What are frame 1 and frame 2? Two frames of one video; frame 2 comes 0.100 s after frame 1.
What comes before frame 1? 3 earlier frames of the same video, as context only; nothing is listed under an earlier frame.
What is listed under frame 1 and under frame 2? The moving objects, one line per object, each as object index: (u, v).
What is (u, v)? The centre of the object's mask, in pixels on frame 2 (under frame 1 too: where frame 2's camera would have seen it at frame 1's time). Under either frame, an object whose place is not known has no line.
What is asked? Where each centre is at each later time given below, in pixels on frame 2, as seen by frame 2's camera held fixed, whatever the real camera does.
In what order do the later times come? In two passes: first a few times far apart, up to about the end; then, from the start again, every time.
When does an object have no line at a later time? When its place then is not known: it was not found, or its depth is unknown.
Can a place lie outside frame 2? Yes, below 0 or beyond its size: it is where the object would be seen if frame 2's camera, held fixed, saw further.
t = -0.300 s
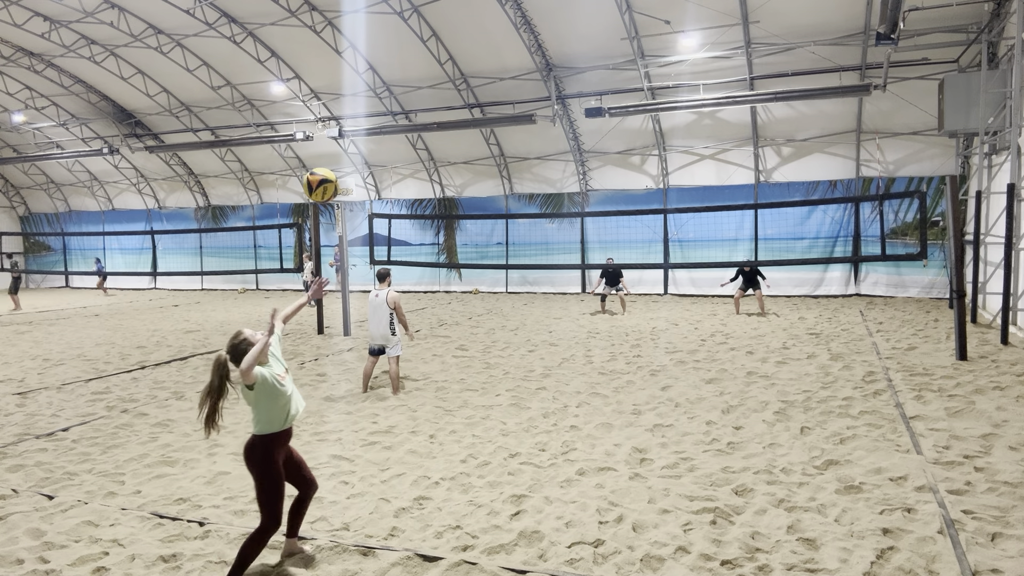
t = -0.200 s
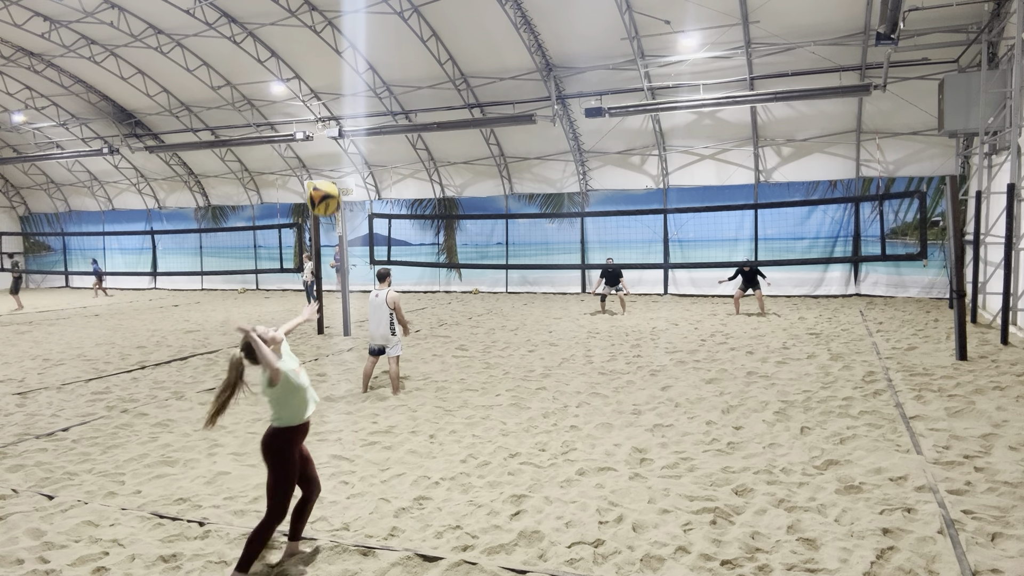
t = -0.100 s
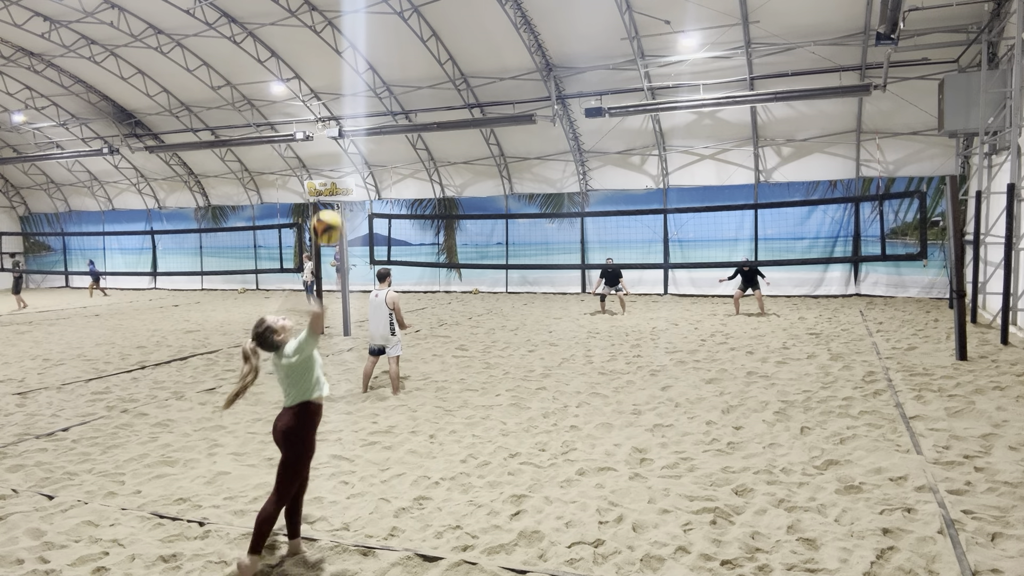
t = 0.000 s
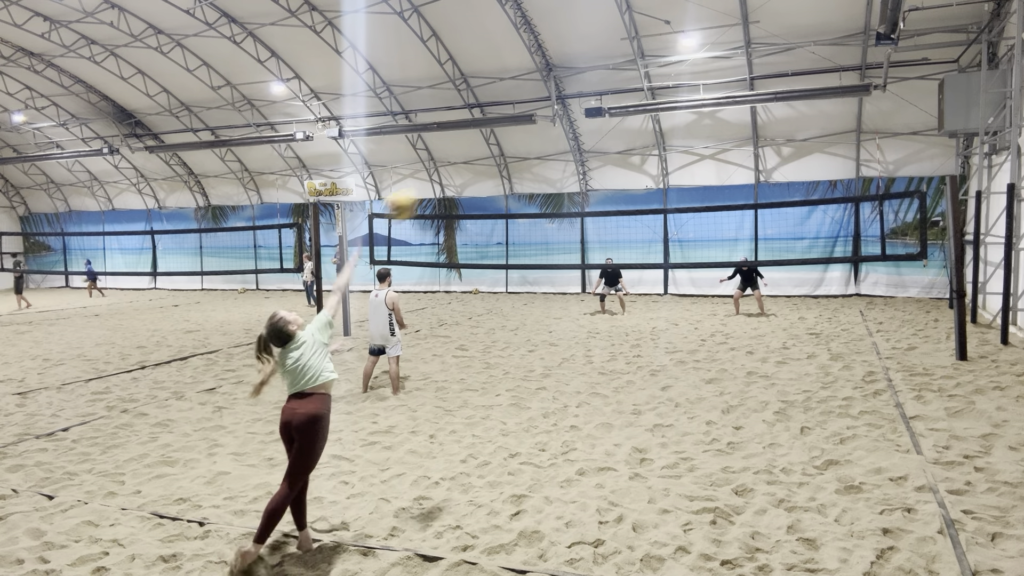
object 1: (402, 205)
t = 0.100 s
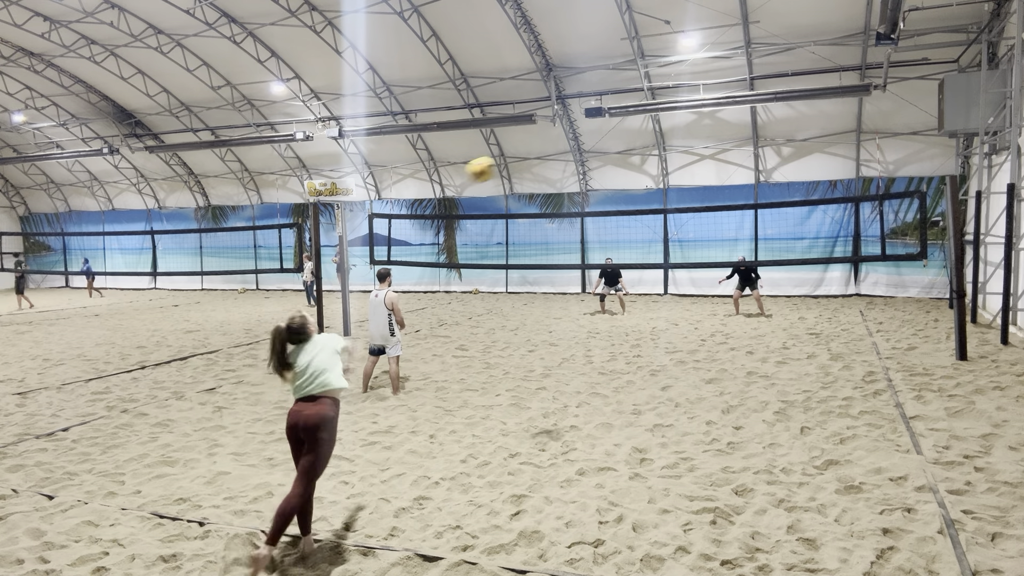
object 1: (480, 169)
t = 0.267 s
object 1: (565, 150)
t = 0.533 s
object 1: (644, 176)
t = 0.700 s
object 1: (673, 204)
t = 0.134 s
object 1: (500, 162)
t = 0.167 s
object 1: (518, 155)
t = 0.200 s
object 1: (536, 152)
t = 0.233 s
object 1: (551, 151)
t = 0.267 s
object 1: (565, 150)
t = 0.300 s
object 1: (578, 150)
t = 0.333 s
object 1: (589, 152)
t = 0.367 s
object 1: (601, 155)
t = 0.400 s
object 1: (611, 158)
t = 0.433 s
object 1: (621, 162)
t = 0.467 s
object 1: (629, 166)
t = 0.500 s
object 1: (637, 171)
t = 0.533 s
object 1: (644, 176)
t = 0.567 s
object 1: (651, 182)
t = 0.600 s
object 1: (657, 187)
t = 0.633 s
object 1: (663, 194)
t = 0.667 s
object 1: (668, 199)
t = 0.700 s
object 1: (673, 204)
